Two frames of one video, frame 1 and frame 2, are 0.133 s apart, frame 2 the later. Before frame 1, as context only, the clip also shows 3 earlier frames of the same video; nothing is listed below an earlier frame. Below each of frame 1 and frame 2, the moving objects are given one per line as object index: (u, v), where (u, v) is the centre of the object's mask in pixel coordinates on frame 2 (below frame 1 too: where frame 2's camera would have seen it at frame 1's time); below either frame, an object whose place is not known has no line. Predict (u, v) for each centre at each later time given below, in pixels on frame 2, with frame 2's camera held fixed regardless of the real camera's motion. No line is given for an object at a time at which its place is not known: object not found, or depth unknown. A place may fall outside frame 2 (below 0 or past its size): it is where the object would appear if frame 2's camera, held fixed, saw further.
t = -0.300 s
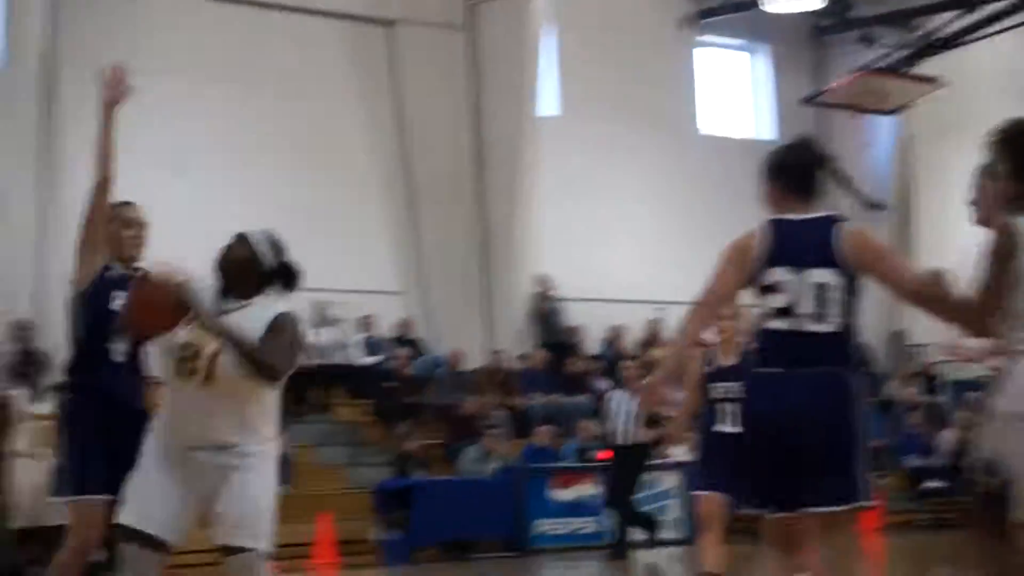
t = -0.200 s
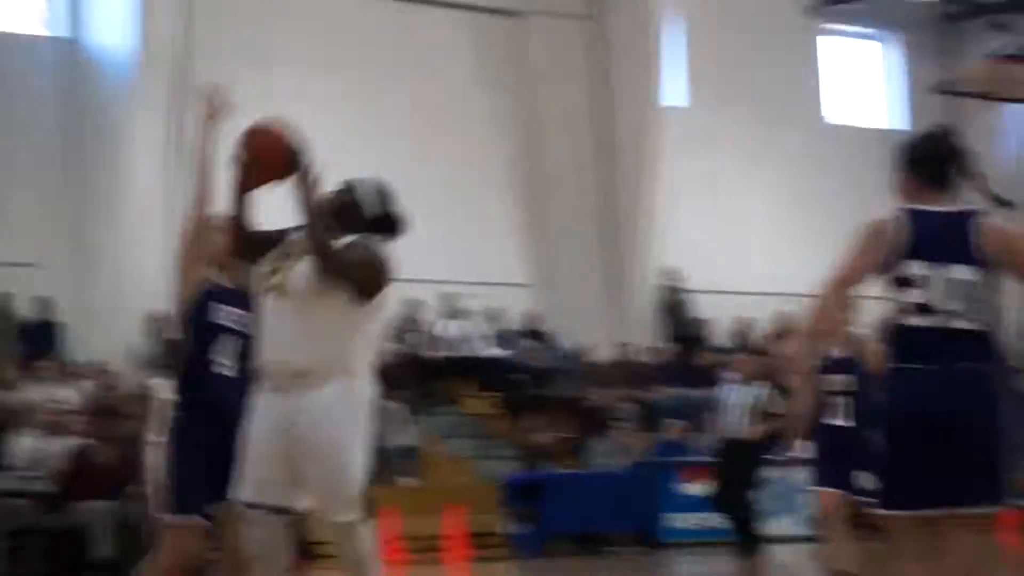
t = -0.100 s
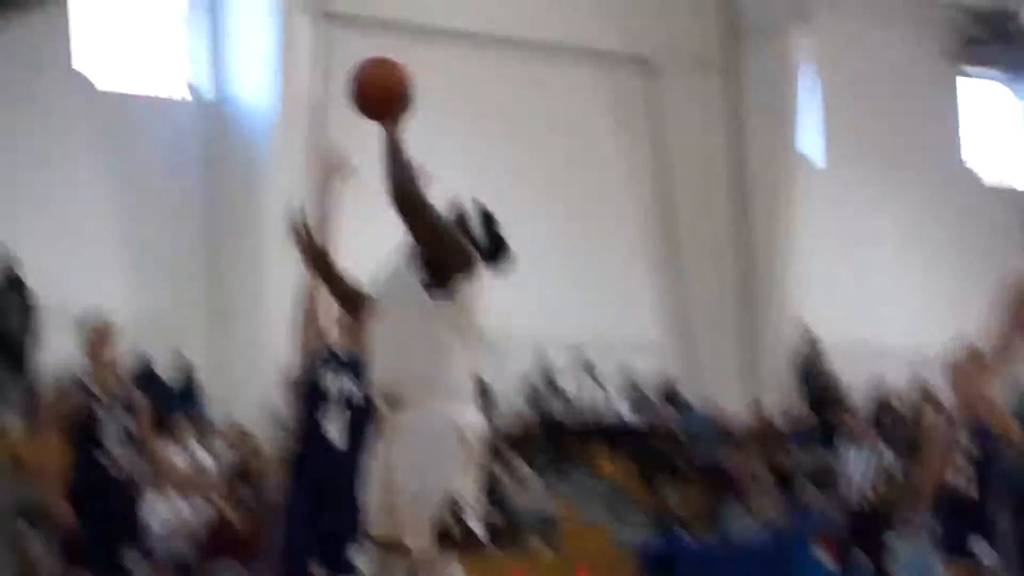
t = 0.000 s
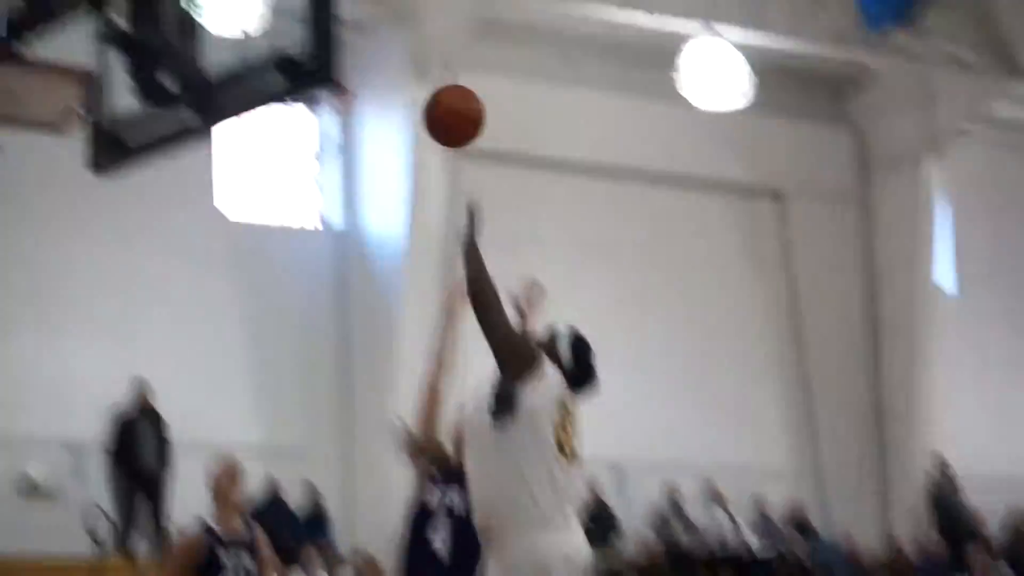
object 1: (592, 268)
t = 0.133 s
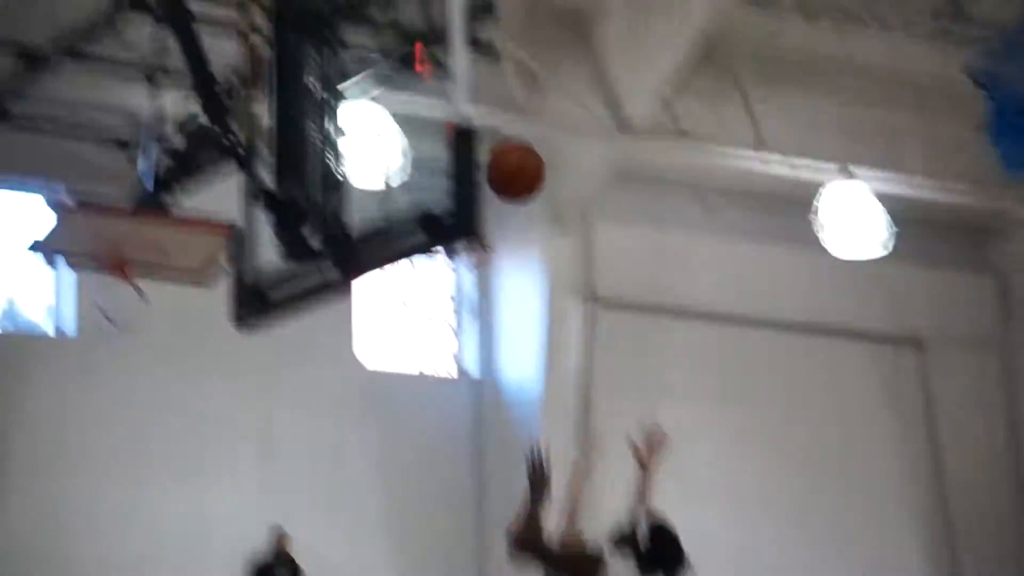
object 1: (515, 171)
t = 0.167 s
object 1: (502, 157)
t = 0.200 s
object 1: (493, 147)
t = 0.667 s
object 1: (435, 295)
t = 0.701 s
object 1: (447, 311)
